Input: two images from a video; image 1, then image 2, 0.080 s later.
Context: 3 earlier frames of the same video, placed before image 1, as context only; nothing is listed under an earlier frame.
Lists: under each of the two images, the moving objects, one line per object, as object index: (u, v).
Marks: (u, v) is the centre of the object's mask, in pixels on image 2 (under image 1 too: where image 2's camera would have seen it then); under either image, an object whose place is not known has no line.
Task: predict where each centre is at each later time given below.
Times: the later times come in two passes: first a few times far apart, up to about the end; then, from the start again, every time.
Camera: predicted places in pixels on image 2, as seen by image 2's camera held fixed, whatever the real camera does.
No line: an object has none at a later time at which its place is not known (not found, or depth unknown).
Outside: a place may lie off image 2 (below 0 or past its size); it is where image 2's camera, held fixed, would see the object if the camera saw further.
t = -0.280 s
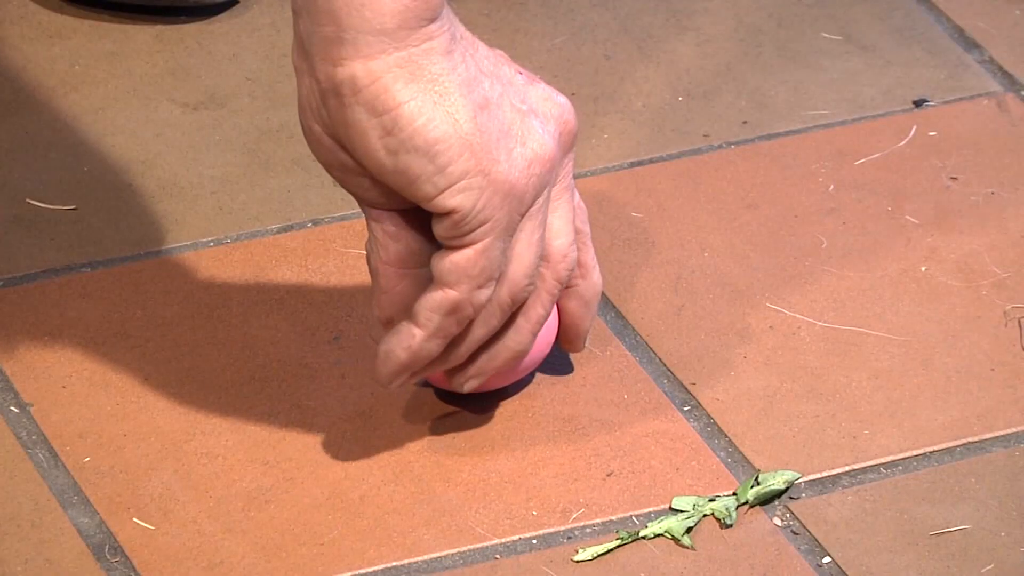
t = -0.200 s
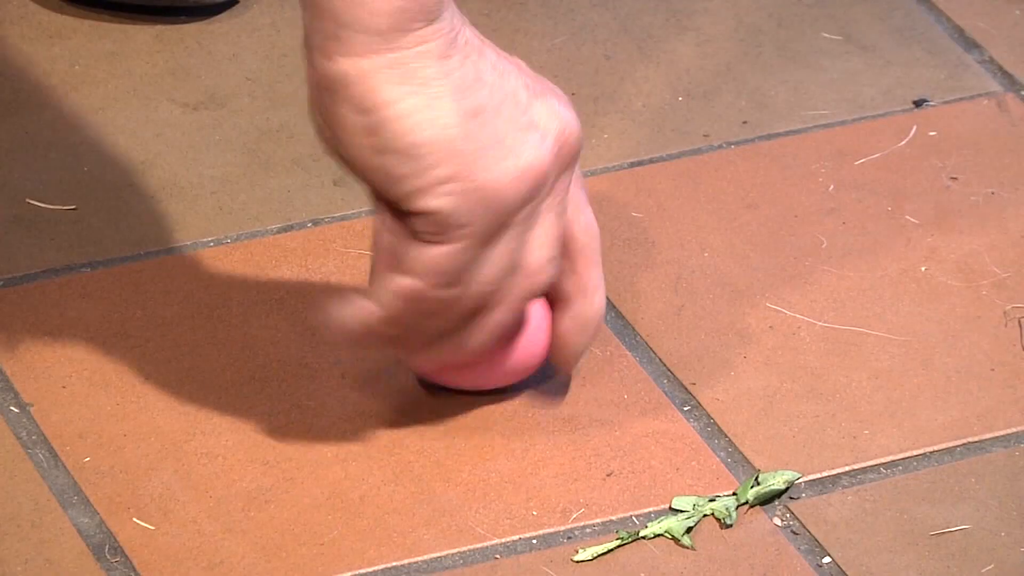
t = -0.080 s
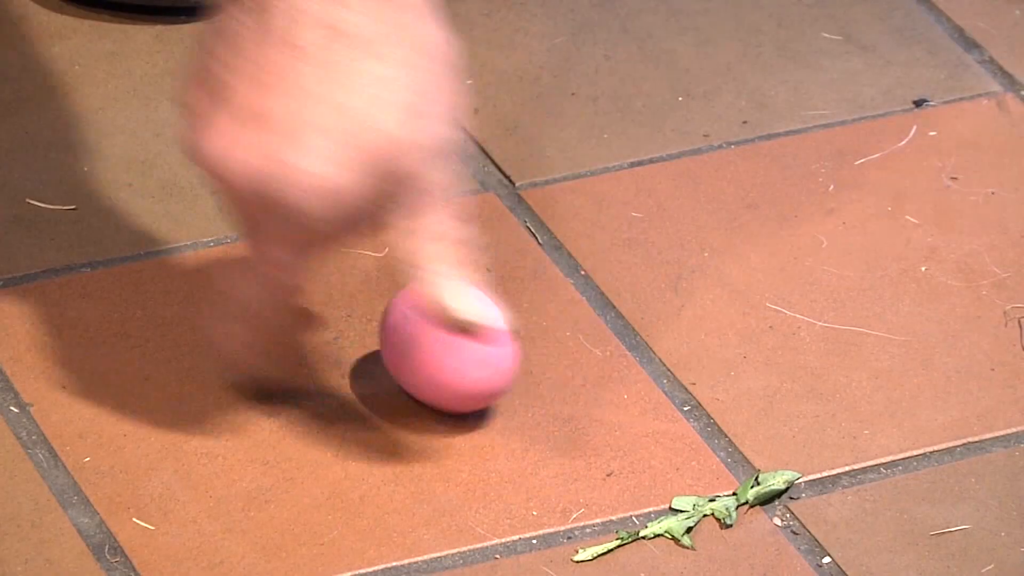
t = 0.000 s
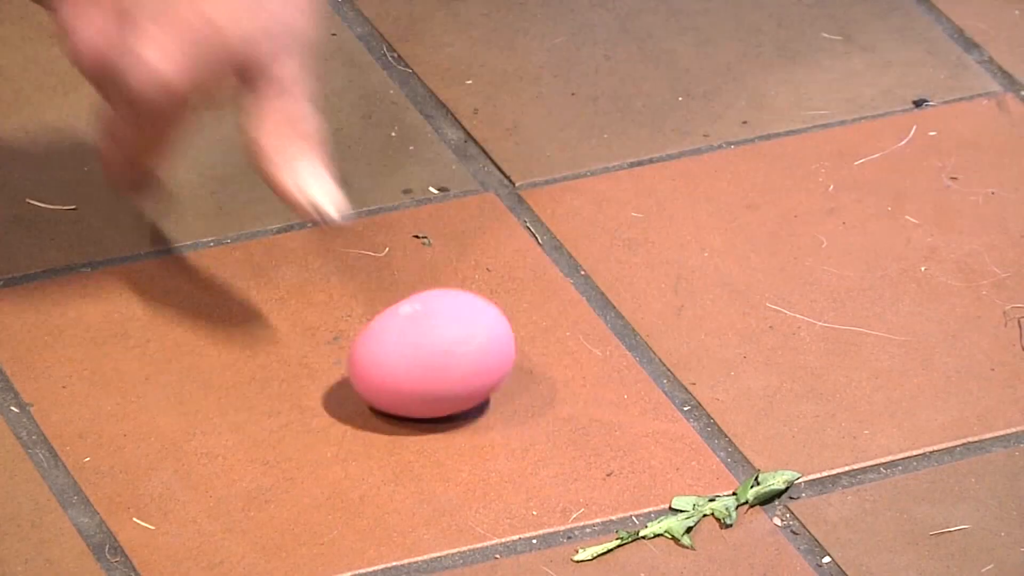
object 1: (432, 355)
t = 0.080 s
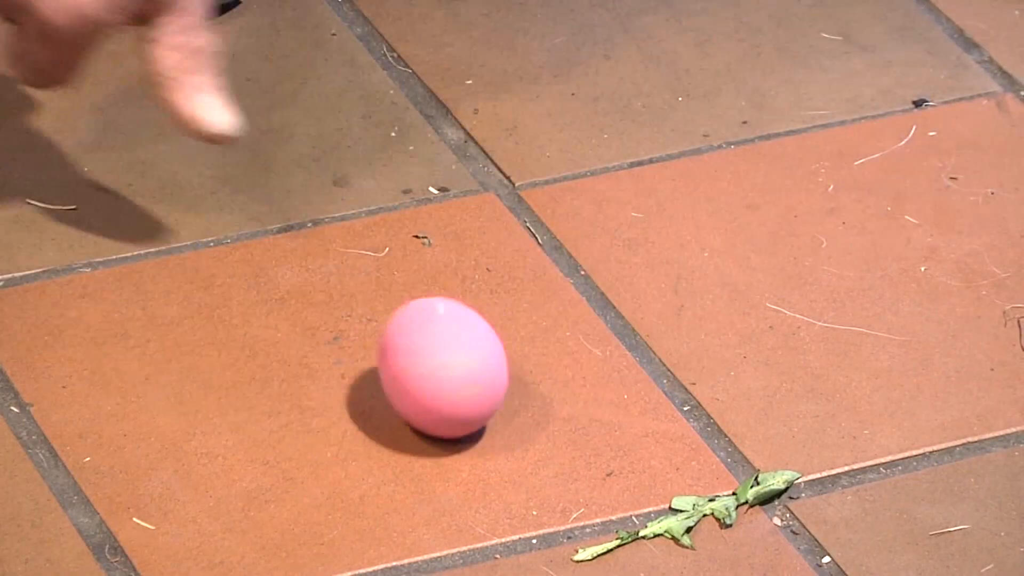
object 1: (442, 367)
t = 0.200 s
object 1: (459, 362)
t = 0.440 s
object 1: (453, 351)
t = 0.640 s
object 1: (446, 354)
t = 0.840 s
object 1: (454, 350)
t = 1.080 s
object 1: (449, 354)
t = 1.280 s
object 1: (447, 354)
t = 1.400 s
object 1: (441, 355)
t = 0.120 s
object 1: (445, 368)
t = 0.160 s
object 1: (451, 365)
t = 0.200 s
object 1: (459, 362)
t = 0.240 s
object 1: (463, 358)
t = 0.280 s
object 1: (464, 354)
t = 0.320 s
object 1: (466, 350)
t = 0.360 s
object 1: (463, 349)
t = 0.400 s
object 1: (457, 350)
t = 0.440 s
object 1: (453, 351)
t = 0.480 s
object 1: (448, 355)
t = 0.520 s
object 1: (442, 358)
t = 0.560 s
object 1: (440, 357)
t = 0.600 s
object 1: (442, 355)
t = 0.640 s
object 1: (446, 354)
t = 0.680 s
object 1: (450, 352)
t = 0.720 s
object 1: (453, 350)
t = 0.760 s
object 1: (456, 349)
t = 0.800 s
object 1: (456, 349)
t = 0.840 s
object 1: (454, 350)
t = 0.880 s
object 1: (453, 351)
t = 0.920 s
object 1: (452, 353)
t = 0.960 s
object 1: (450, 355)
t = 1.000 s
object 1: (448, 355)
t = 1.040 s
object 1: (448, 354)
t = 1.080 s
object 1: (449, 354)
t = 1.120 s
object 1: (449, 354)
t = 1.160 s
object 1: (449, 354)
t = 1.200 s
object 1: (449, 355)
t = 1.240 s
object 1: (448, 355)
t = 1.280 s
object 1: (447, 354)
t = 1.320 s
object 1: (446, 355)
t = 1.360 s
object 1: (444, 355)
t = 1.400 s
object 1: (441, 355)
